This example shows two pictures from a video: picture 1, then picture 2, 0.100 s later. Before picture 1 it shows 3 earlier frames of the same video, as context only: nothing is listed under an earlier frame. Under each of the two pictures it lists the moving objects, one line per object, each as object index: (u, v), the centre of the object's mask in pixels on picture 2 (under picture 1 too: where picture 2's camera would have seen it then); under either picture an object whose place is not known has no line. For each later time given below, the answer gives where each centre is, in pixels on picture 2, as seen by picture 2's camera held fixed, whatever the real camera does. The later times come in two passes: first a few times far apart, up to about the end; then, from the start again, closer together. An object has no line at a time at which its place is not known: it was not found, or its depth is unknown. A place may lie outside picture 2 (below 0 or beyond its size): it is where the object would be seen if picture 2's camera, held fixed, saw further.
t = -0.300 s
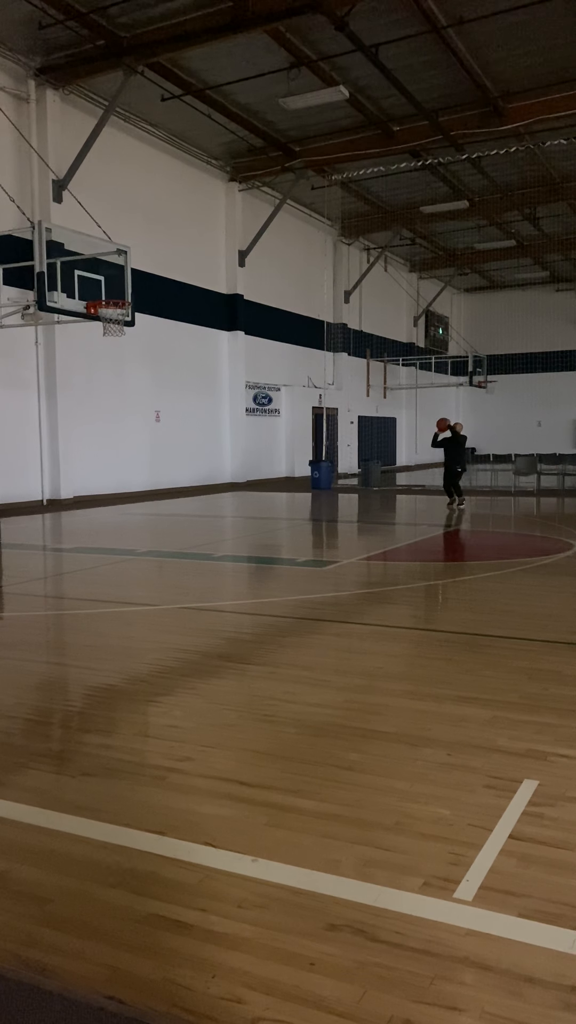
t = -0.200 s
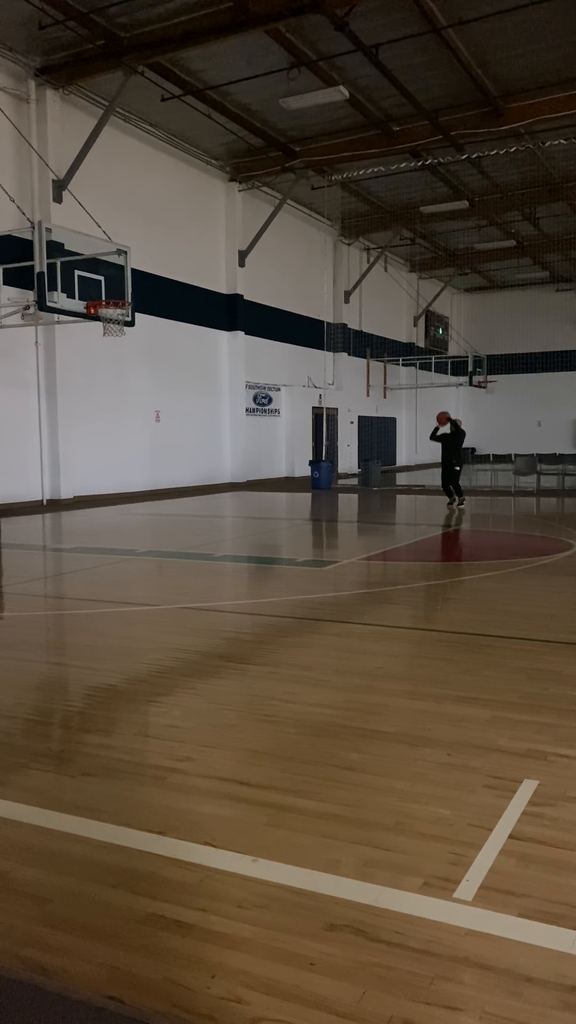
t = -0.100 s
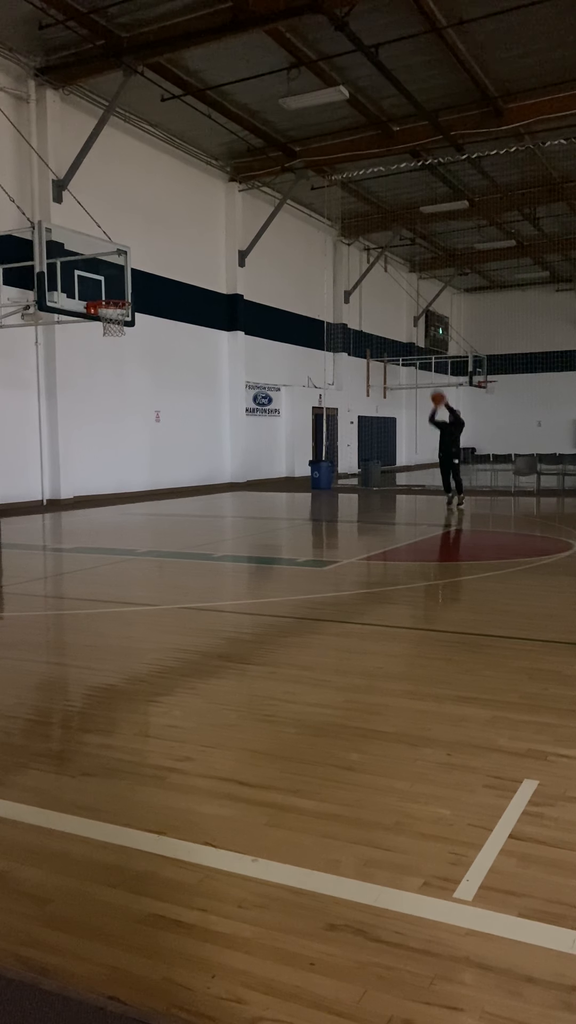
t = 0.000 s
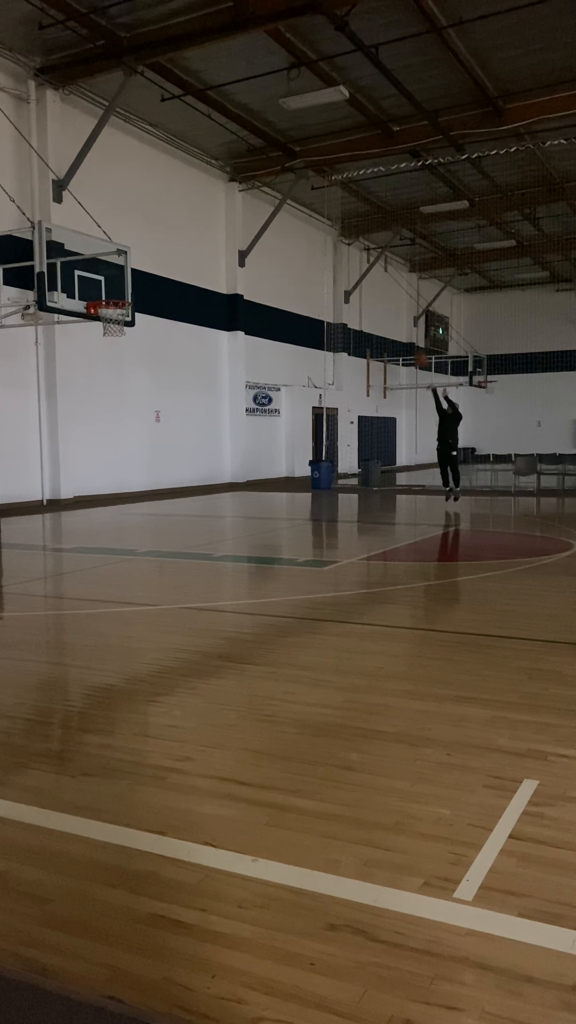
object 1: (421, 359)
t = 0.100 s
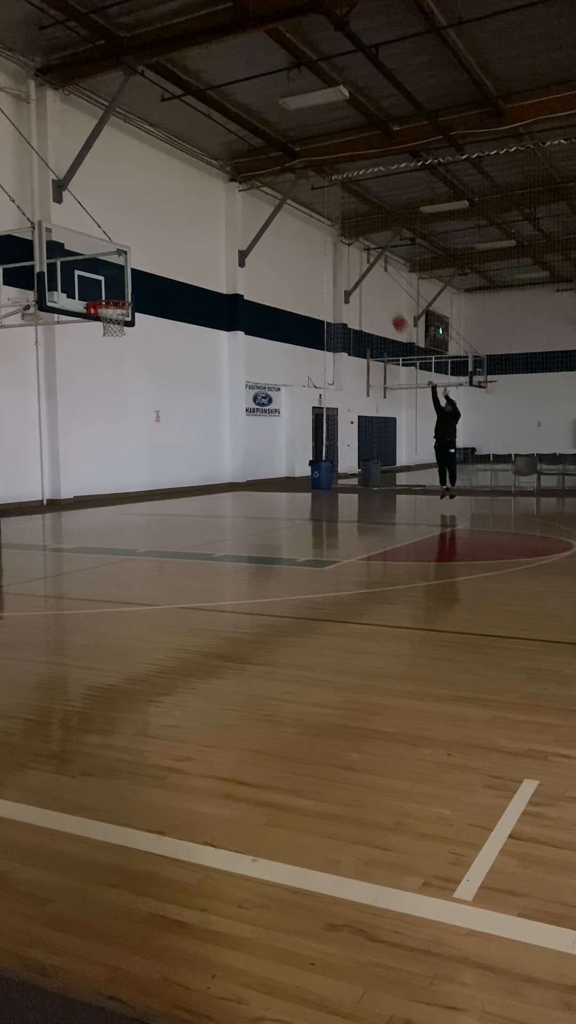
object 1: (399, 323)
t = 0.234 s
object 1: (370, 282)
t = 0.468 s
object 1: (314, 231)
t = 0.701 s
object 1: (254, 213)
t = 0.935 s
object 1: (191, 231)
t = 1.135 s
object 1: (134, 280)
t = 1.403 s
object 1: (94, 329)
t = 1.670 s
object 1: (80, 389)
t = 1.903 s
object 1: (69, 480)
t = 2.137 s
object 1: (72, 471)
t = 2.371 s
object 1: (83, 423)
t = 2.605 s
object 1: (95, 415)
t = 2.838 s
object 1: (107, 442)
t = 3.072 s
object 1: (119, 500)
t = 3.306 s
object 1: (125, 471)
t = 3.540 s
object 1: (130, 453)
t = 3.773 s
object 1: (135, 468)
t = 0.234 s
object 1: (370, 282)
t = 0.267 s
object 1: (362, 273)
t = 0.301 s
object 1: (354, 264)
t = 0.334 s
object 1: (346, 256)
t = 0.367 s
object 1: (338, 248)
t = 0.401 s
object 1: (330, 242)
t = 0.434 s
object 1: (322, 236)
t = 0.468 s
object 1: (314, 231)
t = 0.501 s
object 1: (306, 226)
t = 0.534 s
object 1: (297, 222)
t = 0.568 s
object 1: (289, 218)
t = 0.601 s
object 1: (280, 216)
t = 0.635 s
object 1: (272, 214)
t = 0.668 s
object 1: (263, 213)
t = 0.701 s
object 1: (254, 213)
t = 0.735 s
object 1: (246, 213)
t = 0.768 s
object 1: (237, 214)
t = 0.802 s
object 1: (228, 216)
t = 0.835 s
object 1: (219, 218)
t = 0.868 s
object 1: (210, 222)
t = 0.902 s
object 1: (200, 226)
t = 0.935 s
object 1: (191, 231)
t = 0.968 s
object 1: (181, 237)
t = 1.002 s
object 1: (172, 244)
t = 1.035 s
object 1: (162, 251)
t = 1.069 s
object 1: (153, 260)
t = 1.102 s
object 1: (143, 269)
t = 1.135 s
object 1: (134, 280)
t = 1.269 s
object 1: (101, 316)
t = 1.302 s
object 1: (99, 318)
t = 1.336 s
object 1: (97, 321)
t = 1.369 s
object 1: (95, 324)
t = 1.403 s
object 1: (94, 329)
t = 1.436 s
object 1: (92, 333)
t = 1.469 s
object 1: (90, 339)
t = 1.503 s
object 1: (88, 345)
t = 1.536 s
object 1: (87, 352)
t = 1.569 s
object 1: (85, 361)
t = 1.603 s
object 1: (83, 369)
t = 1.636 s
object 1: (82, 379)
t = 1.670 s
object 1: (80, 389)
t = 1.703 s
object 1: (78, 400)
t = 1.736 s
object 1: (77, 412)
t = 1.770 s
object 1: (75, 424)
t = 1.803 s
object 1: (73, 437)
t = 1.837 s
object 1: (72, 451)
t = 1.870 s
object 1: (70, 466)
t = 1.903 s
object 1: (69, 480)
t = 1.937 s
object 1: (67, 497)
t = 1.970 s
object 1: (65, 512)
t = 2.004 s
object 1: (65, 515)
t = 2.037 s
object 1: (67, 504)
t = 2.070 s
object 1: (68, 491)
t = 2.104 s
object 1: (70, 480)
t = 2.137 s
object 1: (72, 471)
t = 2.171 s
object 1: (73, 461)
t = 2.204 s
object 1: (75, 453)
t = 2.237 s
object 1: (76, 445)
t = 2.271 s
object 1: (78, 439)
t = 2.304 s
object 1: (80, 433)
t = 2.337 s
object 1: (81, 428)
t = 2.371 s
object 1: (83, 423)
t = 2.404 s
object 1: (85, 420)
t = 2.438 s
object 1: (86, 417)
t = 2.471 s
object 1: (88, 415)
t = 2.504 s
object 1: (90, 414)
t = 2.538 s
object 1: (91, 413)
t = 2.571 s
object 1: (93, 414)
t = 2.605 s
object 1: (95, 415)
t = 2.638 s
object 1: (96, 416)
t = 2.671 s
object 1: (98, 419)
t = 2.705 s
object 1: (100, 422)
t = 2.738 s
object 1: (102, 426)
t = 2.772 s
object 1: (103, 430)
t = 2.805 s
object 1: (105, 436)
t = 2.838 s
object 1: (107, 442)
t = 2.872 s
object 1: (109, 448)
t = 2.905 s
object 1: (110, 455)
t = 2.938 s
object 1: (112, 463)
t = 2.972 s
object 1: (114, 472)
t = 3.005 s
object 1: (116, 481)
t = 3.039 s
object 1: (117, 491)
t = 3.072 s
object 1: (119, 500)
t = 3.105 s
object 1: (121, 511)
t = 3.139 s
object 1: (121, 505)
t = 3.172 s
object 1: (122, 497)
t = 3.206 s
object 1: (123, 490)
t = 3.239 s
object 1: (123, 483)
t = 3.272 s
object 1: (124, 476)
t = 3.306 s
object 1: (125, 471)
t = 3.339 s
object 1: (125, 466)
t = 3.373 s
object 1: (126, 462)
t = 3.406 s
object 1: (127, 459)
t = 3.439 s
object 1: (128, 457)
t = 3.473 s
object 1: (128, 455)
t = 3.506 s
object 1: (129, 454)
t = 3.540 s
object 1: (130, 453)
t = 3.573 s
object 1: (131, 453)
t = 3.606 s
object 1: (131, 454)
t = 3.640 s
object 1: (132, 455)
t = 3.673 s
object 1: (133, 457)
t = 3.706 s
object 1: (134, 460)
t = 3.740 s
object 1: (135, 463)
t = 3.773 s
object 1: (135, 468)
